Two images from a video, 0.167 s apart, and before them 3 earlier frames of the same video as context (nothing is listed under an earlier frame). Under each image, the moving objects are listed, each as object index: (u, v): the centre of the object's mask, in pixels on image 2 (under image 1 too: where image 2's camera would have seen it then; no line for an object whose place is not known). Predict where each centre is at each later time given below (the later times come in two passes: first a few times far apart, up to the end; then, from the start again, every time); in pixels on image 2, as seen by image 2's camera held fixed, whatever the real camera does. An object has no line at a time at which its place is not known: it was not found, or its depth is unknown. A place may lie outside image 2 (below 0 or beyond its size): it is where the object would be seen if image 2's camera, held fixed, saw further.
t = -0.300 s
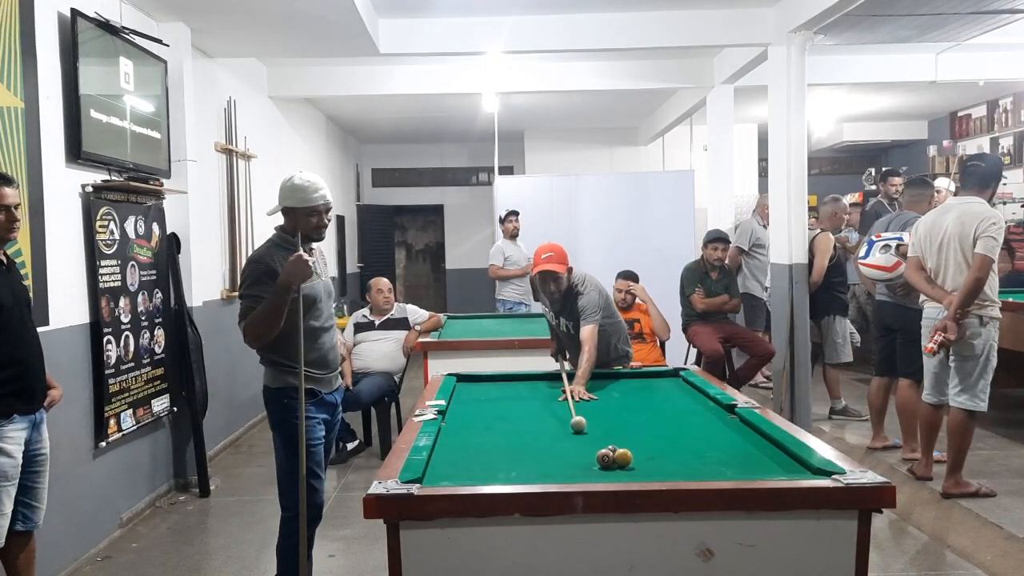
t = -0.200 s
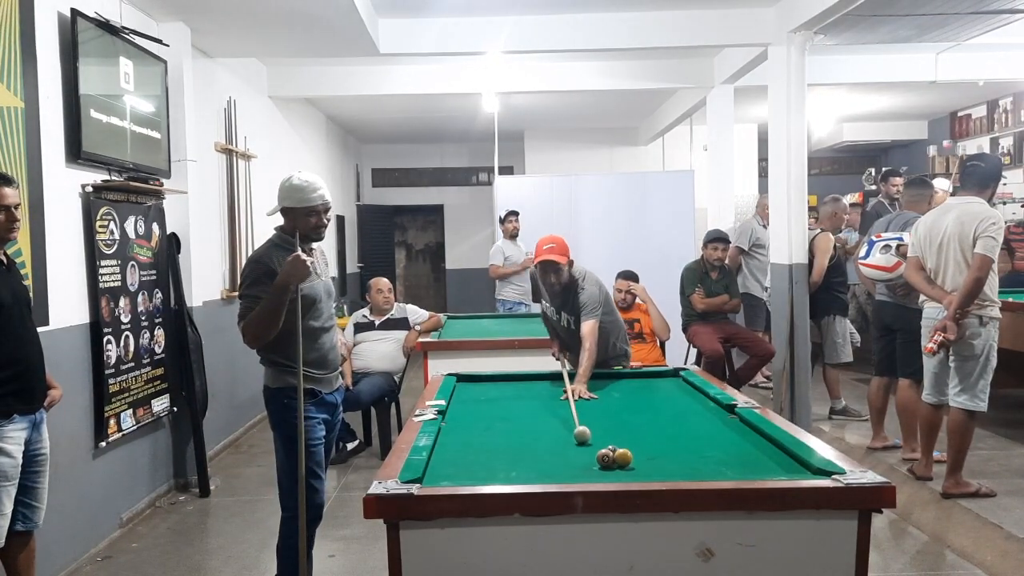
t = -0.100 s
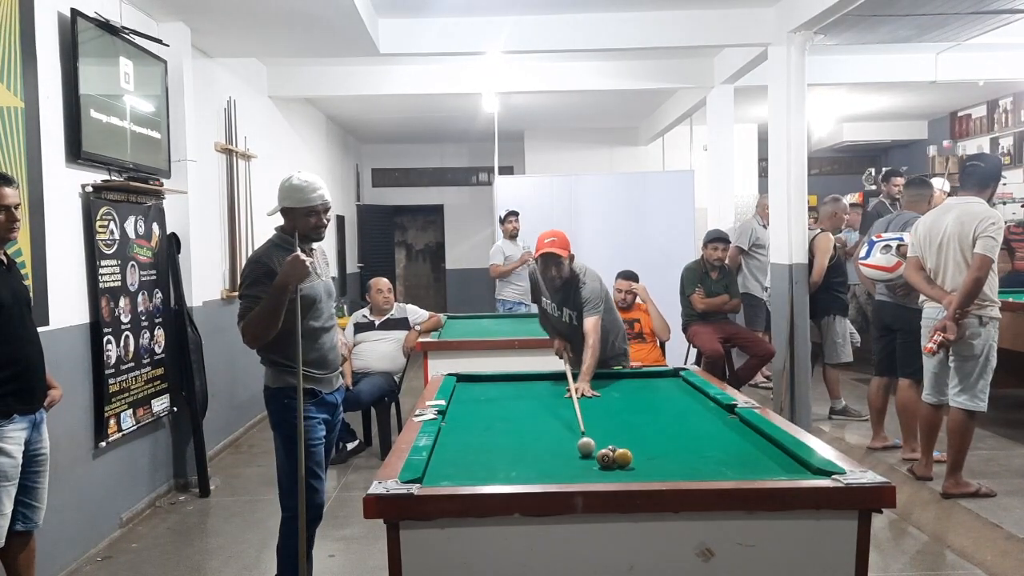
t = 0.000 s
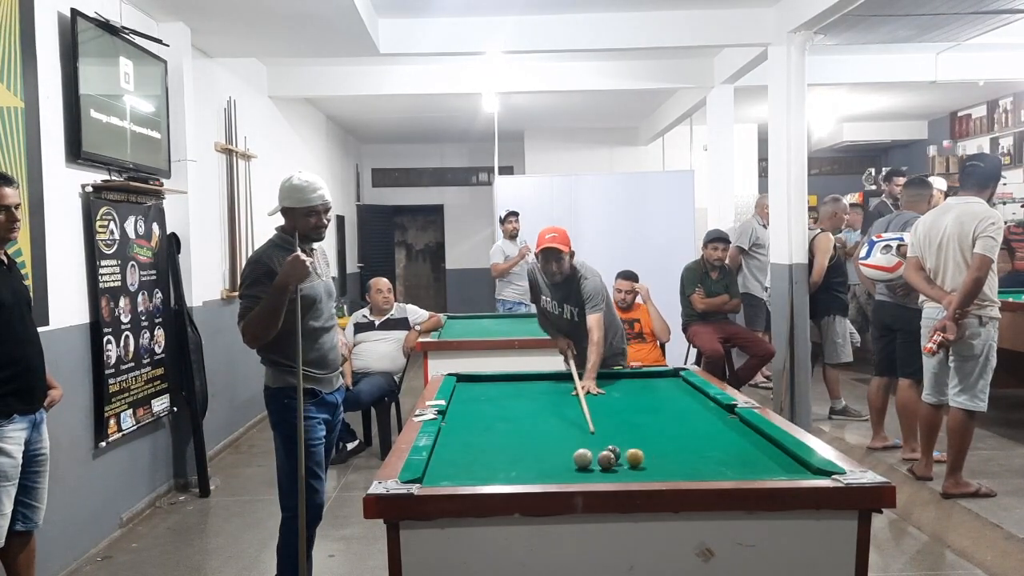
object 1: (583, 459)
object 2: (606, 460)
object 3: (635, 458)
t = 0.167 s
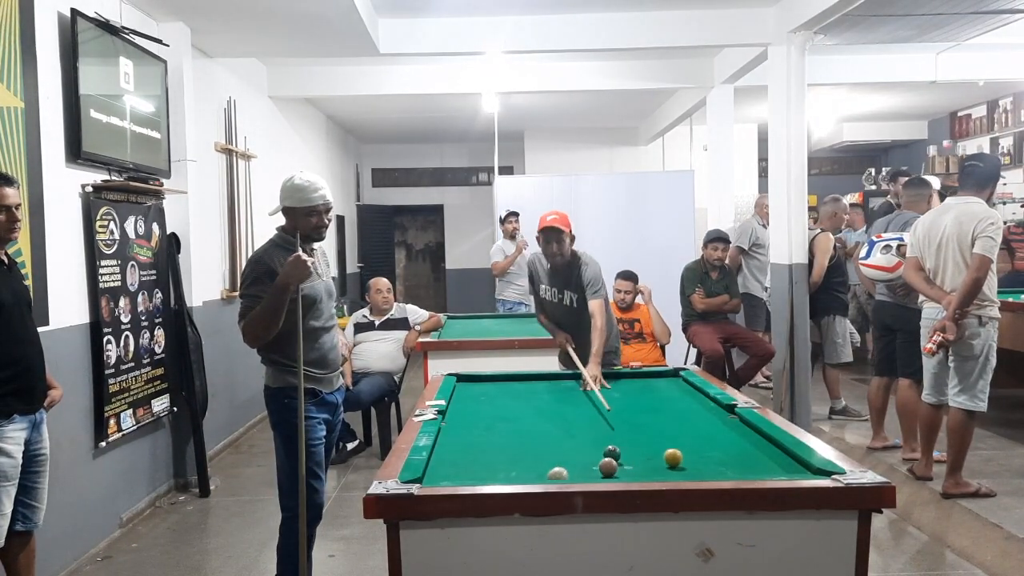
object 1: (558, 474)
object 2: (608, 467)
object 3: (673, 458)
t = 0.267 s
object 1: (538, 471)
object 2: (609, 470)
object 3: (695, 458)
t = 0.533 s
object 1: (494, 455)
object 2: (609, 474)
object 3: (752, 458)
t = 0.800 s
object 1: (458, 441)
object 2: (599, 472)
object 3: (779, 459)
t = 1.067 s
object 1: (457, 428)
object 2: (592, 468)
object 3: (748, 461)
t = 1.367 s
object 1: (478, 417)
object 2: (585, 463)
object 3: (717, 462)
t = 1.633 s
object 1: (494, 409)
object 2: (580, 461)
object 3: (694, 463)
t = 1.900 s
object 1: (508, 402)
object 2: (578, 458)
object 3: (674, 464)
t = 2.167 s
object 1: (520, 395)
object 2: (575, 457)
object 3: (658, 465)
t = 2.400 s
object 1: (530, 391)
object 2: (575, 456)
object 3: (647, 466)
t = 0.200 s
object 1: (552, 474)
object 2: (608, 468)
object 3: (680, 458)
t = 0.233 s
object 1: (545, 472)
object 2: (608, 469)
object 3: (688, 458)
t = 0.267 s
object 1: (538, 471)
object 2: (609, 470)
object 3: (695, 458)
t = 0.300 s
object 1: (532, 470)
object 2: (609, 471)
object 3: (702, 458)
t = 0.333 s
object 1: (527, 468)
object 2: (609, 472)
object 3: (709, 458)
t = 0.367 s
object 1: (521, 465)
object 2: (609, 472)
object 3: (716, 458)
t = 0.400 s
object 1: (515, 463)
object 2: (610, 473)
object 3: (724, 458)
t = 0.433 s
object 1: (510, 461)
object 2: (611, 474)
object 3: (731, 459)
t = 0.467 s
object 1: (504, 459)
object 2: (611, 475)
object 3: (738, 459)
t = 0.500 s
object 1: (499, 457)
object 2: (610, 475)
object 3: (745, 458)
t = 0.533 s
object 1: (494, 455)
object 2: (609, 474)
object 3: (752, 458)
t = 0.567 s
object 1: (489, 453)
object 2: (607, 474)
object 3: (759, 458)
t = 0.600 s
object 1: (484, 451)
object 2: (606, 473)
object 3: (766, 458)
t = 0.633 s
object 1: (480, 449)
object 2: (605, 473)
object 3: (773, 458)
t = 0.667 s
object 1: (476, 447)
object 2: (604, 473)
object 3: (780, 458)
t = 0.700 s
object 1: (471, 446)
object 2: (603, 473)
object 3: (787, 458)
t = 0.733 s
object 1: (467, 444)
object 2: (601, 472)
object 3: (787, 458)
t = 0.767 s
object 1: (463, 442)
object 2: (600, 471)
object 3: (783, 458)
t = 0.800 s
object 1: (458, 441)
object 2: (599, 472)
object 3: (779, 459)
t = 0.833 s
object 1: (455, 439)
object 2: (598, 471)
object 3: (774, 459)
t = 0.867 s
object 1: (451, 437)
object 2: (598, 470)
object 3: (771, 459)
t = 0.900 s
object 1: (447, 436)
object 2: (597, 470)
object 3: (767, 460)
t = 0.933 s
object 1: (446, 434)
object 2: (596, 470)
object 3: (763, 460)
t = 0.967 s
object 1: (449, 433)
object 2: (595, 469)
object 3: (759, 460)
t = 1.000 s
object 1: (451, 431)
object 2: (593, 469)
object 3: (755, 460)
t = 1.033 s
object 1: (454, 430)
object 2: (593, 468)
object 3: (751, 460)
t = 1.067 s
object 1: (457, 428)
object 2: (592, 468)
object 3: (748, 461)
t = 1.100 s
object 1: (459, 427)
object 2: (591, 468)
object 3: (745, 461)
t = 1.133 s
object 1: (462, 426)
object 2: (590, 467)
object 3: (741, 461)
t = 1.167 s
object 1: (464, 425)
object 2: (590, 466)
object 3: (737, 461)
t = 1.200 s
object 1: (467, 423)
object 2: (588, 466)
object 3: (734, 461)
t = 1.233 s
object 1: (469, 422)
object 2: (588, 465)
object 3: (730, 461)
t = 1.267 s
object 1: (471, 421)
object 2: (587, 465)
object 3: (727, 462)
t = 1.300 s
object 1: (474, 420)
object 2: (586, 464)
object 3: (724, 462)
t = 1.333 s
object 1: (476, 419)
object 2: (585, 464)
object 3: (720, 462)
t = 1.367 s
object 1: (478, 417)
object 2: (585, 463)
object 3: (717, 462)
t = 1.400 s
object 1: (480, 417)
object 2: (584, 463)
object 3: (714, 462)
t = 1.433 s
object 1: (482, 416)
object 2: (584, 463)
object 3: (711, 462)
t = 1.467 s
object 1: (484, 414)
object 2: (583, 462)
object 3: (708, 462)
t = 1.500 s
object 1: (486, 413)
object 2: (582, 462)
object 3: (705, 463)
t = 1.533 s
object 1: (488, 412)
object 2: (582, 461)
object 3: (702, 463)
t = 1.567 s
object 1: (490, 411)
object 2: (581, 461)
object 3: (699, 462)
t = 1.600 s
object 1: (492, 410)
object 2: (581, 460)
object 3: (697, 463)
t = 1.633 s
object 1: (494, 409)
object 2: (580, 461)
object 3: (694, 463)
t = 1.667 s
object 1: (496, 408)
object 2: (580, 461)
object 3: (692, 464)
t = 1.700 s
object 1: (498, 407)
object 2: (580, 460)
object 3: (689, 464)
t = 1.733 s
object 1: (500, 406)
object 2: (579, 460)
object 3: (687, 464)
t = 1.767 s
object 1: (501, 406)
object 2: (579, 459)
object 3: (684, 464)
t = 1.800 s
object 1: (503, 405)
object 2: (579, 459)
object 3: (681, 464)
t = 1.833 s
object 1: (505, 404)
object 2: (578, 459)
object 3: (679, 464)
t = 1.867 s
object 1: (507, 403)
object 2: (578, 459)
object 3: (677, 465)
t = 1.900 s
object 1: (508, 402)
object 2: (578, 458)
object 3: (674, 464)
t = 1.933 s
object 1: (510, 401)
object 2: (577, 458)
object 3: (672, 465)
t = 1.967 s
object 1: (511, 400)
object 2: (577, 458)
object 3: (670, 465)
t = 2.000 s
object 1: (513, 399)
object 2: (577, 458)
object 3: (668, 465)
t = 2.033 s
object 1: (514, 398)
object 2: (576, 457)
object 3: (666, 465)
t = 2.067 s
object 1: (516, 398)
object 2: (576, 457)
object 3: (664, 465)
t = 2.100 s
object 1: (518, 397)
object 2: (576, 457)
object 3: (662, 465)
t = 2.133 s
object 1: (519, 396)
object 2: (575, 457)
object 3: (660, 466)
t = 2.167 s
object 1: (520, 395)
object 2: (575, 457)
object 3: (658, 465)
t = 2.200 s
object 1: (522, 395)
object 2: (575, 457)
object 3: (656, 466)
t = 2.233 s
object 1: (523, 394)
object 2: (575, 456)
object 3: (654, 465)
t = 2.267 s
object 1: (525, 393)
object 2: (575, 457)
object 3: (653, 466)
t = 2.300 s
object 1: (526, 393)
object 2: (574, 456)
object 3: (651, 466)
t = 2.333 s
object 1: (527, 392)
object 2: (574, 456)
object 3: (650, 466)
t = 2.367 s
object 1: (528, 391)
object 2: (575, 456)
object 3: (648, 466)
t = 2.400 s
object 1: (530, 391)
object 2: (575, 456)
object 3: (647, 466)
